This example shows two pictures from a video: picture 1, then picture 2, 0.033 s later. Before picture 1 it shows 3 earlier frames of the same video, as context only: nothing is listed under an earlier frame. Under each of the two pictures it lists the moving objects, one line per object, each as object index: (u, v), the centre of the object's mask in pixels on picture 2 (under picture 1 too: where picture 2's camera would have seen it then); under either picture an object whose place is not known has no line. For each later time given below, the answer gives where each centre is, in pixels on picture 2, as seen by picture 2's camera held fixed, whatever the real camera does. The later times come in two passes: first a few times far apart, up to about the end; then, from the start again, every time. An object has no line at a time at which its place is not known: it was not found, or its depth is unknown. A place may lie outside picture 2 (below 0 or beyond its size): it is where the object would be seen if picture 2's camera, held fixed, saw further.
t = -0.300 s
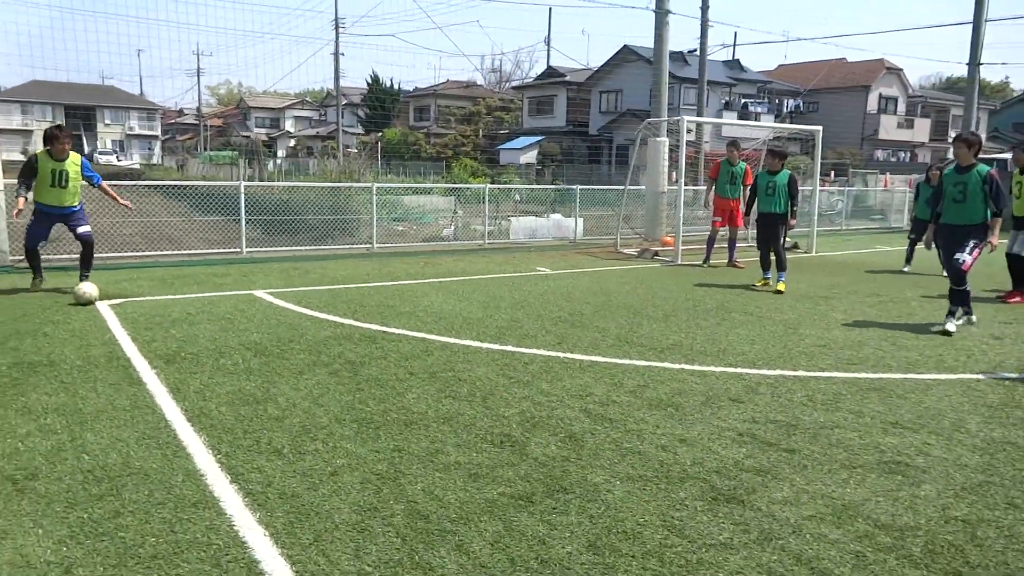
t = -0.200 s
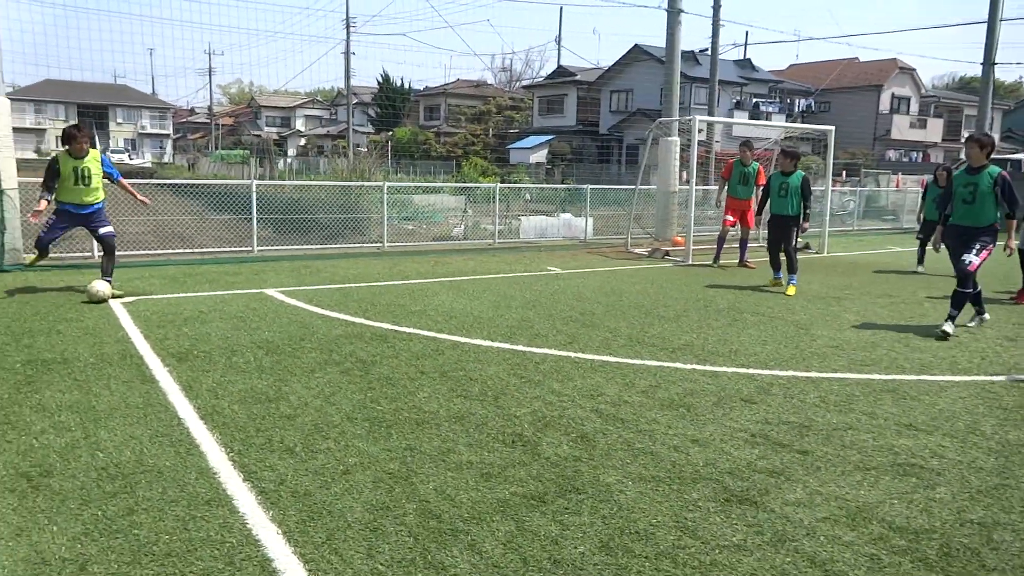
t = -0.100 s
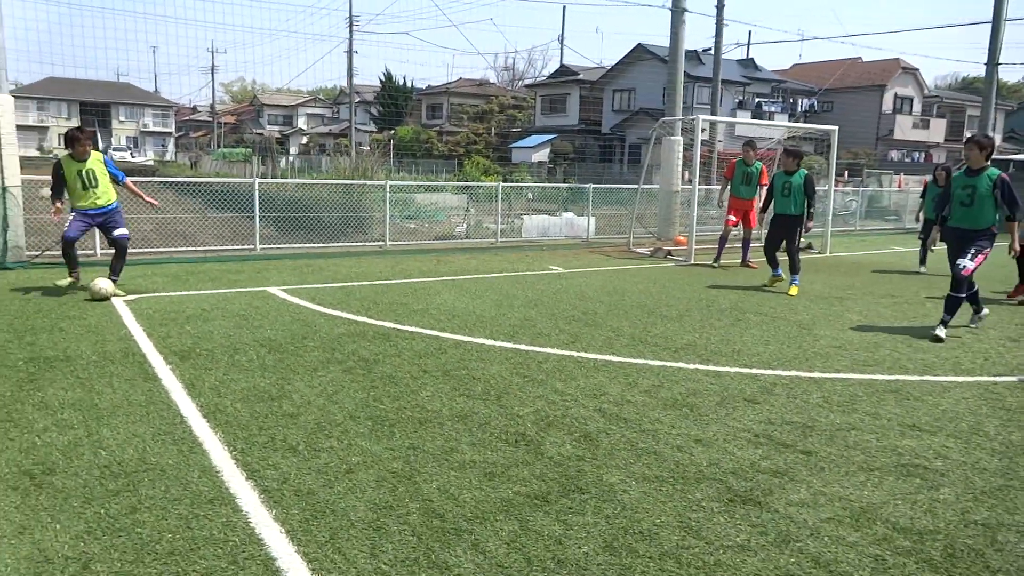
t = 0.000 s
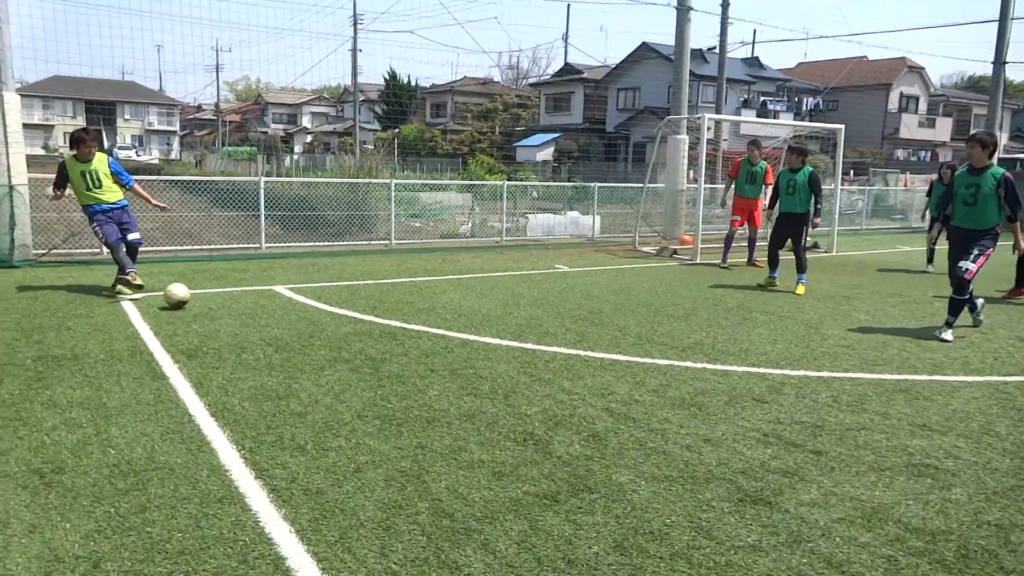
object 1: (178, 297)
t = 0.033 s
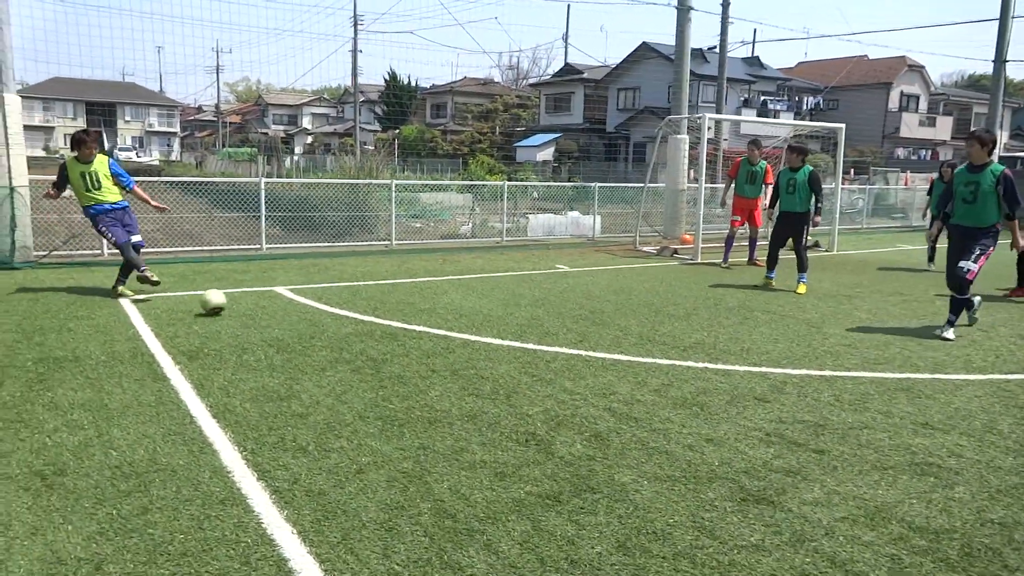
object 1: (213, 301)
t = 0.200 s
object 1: (404, 328)
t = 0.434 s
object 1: (706, 368)
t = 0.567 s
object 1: (900, 393)
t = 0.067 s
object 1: (251, 309)
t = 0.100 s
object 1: (288, 314)
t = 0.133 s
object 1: (325, 318)
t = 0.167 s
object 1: (363, 323)
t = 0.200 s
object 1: (404, 328)
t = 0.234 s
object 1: (444, 334)
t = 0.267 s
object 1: (486, 340)
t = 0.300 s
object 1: (528, 345)
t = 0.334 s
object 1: (571, 351)
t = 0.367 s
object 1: (616, 357)
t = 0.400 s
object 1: (661, 363)
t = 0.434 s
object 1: (706, 368)
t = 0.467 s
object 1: (752, 373)
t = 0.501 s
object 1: (801, 382)
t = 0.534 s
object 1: (850, 388)
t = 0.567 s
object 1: (900, 393)
